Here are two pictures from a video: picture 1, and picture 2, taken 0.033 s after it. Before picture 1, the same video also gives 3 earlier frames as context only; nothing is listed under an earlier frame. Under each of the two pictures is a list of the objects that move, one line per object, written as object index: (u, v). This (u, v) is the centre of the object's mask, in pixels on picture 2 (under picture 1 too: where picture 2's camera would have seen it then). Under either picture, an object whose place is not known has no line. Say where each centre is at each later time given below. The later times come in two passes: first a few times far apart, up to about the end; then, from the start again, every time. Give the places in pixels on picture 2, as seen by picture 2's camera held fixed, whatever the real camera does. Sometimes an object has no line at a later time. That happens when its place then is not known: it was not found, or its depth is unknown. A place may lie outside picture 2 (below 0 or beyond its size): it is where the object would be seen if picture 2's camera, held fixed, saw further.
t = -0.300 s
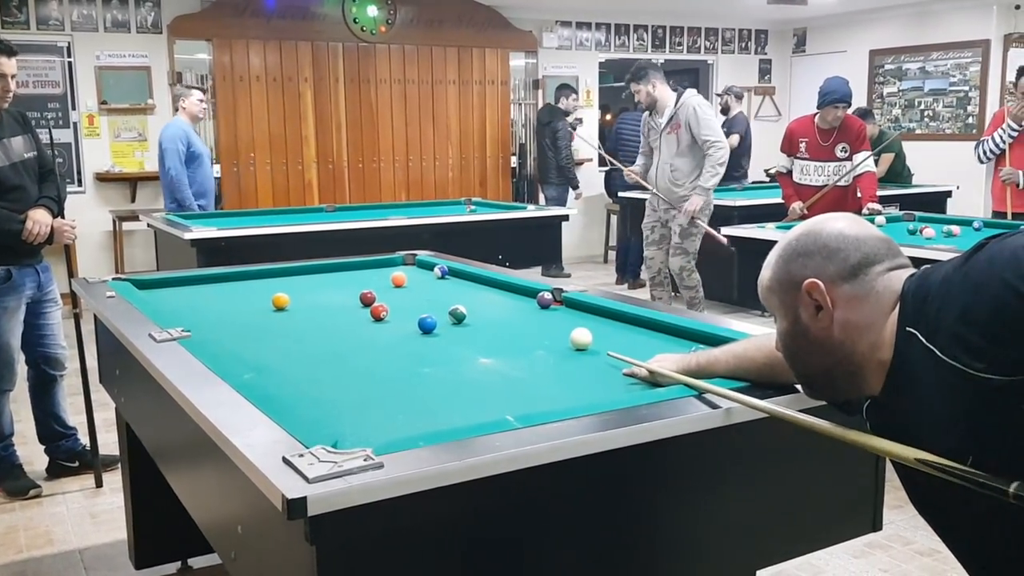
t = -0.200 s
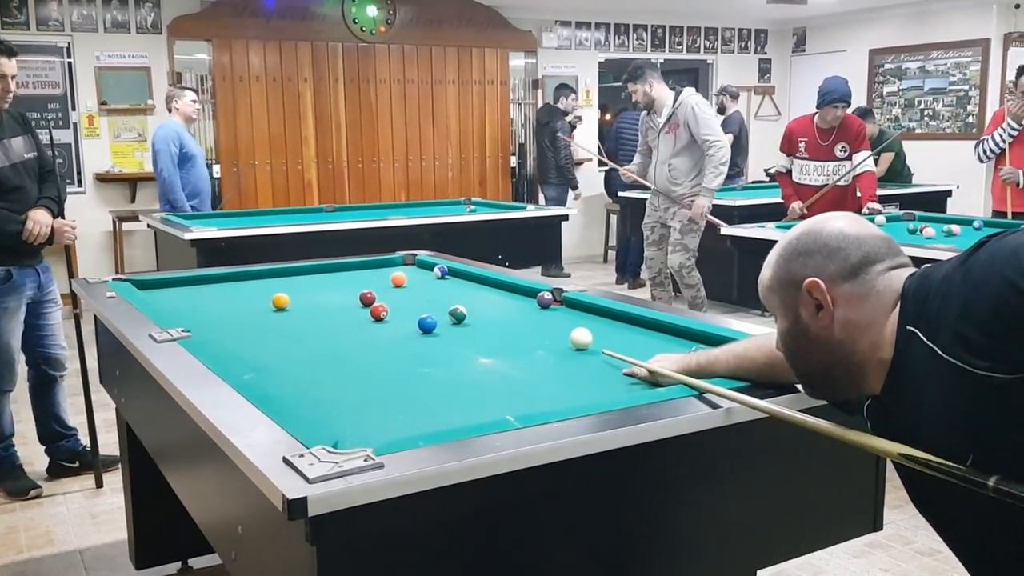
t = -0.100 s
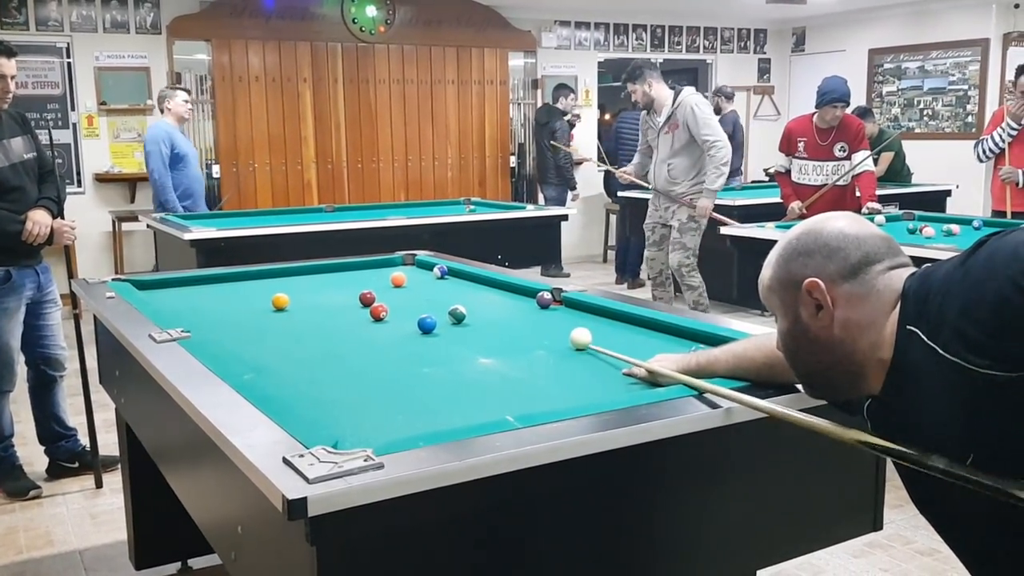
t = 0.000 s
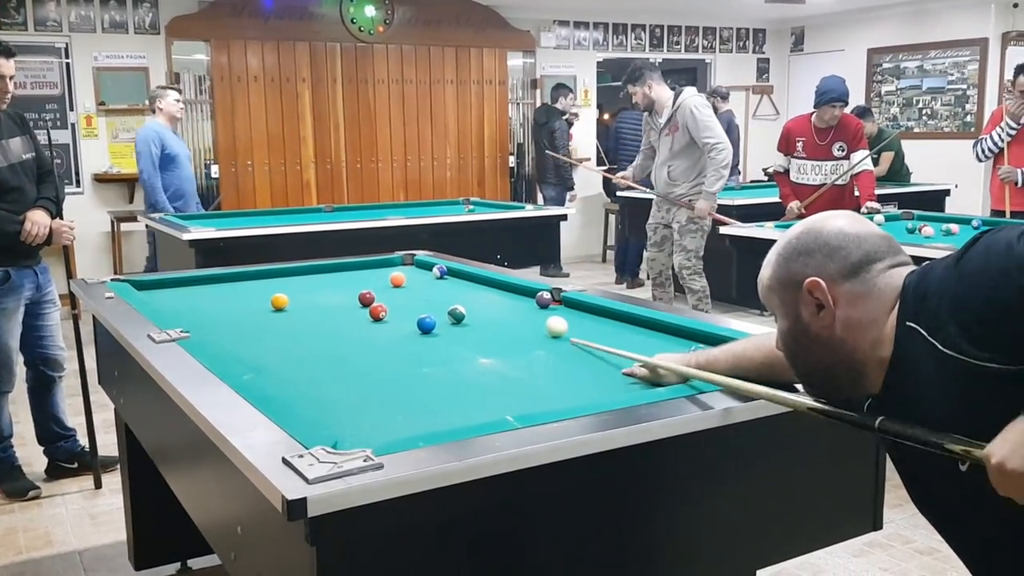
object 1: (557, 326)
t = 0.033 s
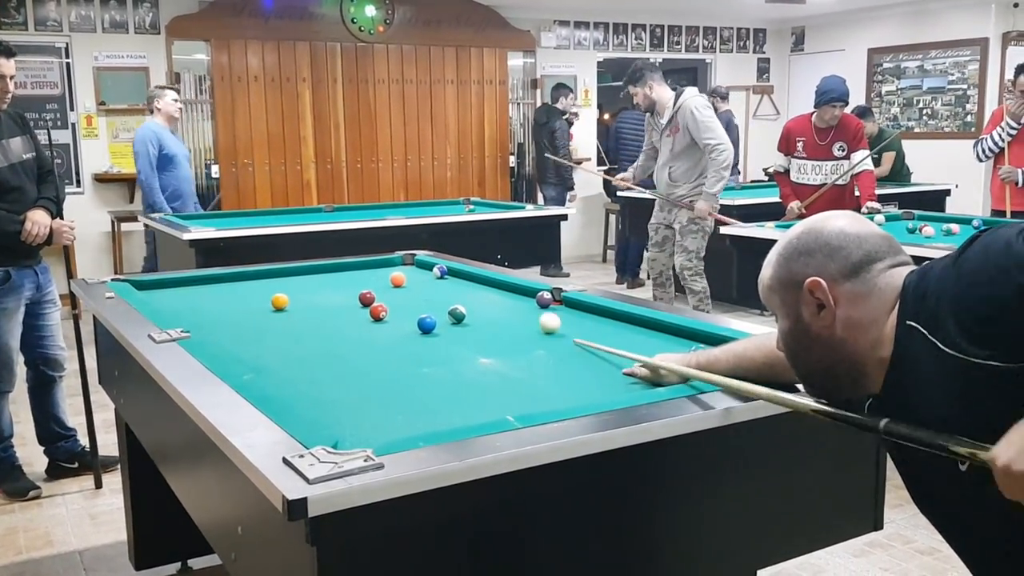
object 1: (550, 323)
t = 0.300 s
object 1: (512, 304)
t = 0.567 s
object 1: (489, 294)
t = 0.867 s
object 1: (469, 284)
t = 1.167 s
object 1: (452, 275)
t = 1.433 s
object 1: (447, 271)
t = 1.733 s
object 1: (440, 270)
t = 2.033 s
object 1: (435, 270)
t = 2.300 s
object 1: (433, 270)
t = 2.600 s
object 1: (434, 270)
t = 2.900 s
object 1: (434, 270)
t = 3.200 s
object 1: (434, 270)
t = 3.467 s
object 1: (433, 270)
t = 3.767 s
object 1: (433, 270)
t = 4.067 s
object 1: (433, 270)
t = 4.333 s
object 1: (433, 270)
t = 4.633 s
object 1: (433, 270)
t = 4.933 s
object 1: (433, 270)
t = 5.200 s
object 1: (433, 270)
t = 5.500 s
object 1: (433, 270)
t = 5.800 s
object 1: (433, 270)
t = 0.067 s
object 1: (543, 320)
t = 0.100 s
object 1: (537, 317)
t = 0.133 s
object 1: (531, 314)
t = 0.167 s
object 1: (526, 311)
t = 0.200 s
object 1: (522, 309)
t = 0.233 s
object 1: (518, 308)
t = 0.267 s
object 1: (515, 306)
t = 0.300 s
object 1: (512, 304)
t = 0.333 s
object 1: (508, 303)
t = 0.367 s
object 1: (506, 302)
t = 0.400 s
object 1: (503, 300)
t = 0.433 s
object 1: (500, 299)
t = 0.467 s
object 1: (497, 298)
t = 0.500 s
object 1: (495, 296)
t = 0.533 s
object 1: (492, 295)
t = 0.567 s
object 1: (489, 294)
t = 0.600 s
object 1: (487, 293)
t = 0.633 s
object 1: (484, 292)
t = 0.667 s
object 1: (482, 290)
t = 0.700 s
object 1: (480, 289)
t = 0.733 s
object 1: (477, 288)
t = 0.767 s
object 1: (475, 287)
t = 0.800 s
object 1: (473, 286)
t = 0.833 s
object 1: (471, 285)
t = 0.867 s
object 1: (469, 284)
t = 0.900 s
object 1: (467, 283)
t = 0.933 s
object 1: (465, 282)
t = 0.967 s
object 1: (463, 281)
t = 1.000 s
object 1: (461, 280)
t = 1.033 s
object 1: (459, 279)
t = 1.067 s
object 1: (457, 278)
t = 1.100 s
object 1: (456, 277)
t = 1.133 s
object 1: (454, 276)
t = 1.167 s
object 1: (452, 275)
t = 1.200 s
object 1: (450, 275)
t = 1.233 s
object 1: (449, 274)
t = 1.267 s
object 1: (447, 273)
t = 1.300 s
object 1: (446, 272)
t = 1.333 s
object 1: (447, 272)
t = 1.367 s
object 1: (447, 272)
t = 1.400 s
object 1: (447, 271)
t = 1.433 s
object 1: (447, 271)
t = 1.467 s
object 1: (447, 271)
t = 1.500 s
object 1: (446, 271)
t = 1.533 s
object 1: (445, 271)
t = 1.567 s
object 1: (444, 271)
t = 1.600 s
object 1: (443, 270)
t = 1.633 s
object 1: (442, 271)
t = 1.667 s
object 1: (442, 271)
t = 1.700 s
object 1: (441, 271)
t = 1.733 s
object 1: (440, 270)
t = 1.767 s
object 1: (439, 270)
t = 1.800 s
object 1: (439, 270)
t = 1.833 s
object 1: (438, 270)
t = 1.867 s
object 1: (437, 270)
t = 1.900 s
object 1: (437, 270)
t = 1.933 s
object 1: (436, 270)
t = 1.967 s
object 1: (436, 270)
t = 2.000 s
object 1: (435, 270)
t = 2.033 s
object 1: (435, 270)
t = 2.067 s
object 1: (435, 270)
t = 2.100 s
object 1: (434, 270)
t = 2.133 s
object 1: (434, 270)
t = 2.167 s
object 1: (434, 270)
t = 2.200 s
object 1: (434, 270)
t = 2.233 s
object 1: (433, 270)
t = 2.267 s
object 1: (433, 270)
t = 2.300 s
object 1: (433, 270)
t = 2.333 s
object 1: (433, 270)
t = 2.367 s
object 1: (433, 270)
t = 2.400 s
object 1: (433, 270)
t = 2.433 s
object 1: (433, 270)
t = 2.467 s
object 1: (433, 270)
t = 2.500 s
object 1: (433, 270)
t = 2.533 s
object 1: (433, 270)
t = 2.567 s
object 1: (433, 270)
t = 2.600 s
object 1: (434, 270)
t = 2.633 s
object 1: (433, 270)
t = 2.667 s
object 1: (434, 270)
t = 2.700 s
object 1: (434, 270)
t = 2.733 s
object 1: (434, 270)
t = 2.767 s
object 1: (434, 270)
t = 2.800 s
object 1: (434, 270)
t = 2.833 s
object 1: (434, 270)
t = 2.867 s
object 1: (434, 270)
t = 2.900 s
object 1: (434, 270)
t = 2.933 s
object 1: (434, 270)
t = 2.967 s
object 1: (434, 270)
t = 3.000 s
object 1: (434, 270)
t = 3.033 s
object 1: (434, 270)
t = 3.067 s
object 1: (434, 270)
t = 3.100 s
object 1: (434, 270)
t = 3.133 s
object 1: (434, 270)
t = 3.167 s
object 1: (434, 270)
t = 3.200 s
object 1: (434, 270)
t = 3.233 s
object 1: (434, 270)
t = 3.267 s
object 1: (434, 270)
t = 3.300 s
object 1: (434, 270)
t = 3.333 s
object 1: (434, 270)
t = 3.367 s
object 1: (434, 270)
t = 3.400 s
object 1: (434, 270)
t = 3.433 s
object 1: (434, 270)
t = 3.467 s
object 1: (433, 270)
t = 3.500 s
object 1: (433, 270)
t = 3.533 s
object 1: (434, 270)
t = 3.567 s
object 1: (433, 270)
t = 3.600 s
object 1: (433, 270)
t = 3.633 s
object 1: (433, 270)
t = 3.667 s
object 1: (433, 270)
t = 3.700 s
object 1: (434, 270)
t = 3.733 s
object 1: (434, 270)
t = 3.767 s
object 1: (433, 270)
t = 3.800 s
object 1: (434, 270)
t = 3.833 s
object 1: (433, 270)
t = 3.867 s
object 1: (433, 270)
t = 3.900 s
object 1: (433, 270)
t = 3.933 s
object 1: (433, 270)
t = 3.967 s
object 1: (433, 270)
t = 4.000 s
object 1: (433, 270)
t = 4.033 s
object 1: (433, 270)
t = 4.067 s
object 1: (433, 270)
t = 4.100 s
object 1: (433, 270)
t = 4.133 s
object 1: (433, 270)
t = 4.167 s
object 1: (433, 270)
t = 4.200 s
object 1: (433, 270)
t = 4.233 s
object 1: (433, 270)
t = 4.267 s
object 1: (433, 270)
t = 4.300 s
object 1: (433, 270)
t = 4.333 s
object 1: (433, 270)
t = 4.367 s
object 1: (433, 270)
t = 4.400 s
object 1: (433, 270)
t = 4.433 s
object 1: (433, 270)
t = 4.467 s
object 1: (433, 270)
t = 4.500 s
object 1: (433, 270)
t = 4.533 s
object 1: (433, 270)
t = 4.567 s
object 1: (433, 270)
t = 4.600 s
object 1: (433, 270)
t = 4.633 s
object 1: (433, 270)
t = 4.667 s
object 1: (433, 270)
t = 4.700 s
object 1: (433, 270)
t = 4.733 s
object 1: (433, 270)
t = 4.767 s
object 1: (433, 270)
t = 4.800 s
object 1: (433, 270)
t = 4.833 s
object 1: (433, 270)
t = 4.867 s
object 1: (433, 270)
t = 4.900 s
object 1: (433, 270)
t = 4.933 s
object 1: (433, 270)
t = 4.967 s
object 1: (433, 270)
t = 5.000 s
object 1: (433, 270)
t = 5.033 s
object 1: (433, 270)
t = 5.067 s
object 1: (433, 270)
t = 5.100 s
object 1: (433, 270)
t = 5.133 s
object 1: (433, 270)
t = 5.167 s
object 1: (433, 270)
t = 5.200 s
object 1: (433, 270)
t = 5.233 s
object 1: (434, 270)
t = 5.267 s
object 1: (433, 270)
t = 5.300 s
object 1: (433, 270)
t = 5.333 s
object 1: (433, 270)
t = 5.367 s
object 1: (434, 270)
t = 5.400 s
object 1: (433, 270)
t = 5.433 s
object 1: (433, 270)
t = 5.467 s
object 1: (433, 270)
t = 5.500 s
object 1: (433, 270)
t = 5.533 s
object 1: (433, 270)
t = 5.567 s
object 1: (434, 270)
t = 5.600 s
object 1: (433, 270)
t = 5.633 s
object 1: (433, 270)
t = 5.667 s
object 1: (434, 270)
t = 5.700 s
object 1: (434, 270)
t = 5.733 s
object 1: (433, 270)
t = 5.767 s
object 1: (434, 270)
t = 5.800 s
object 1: (433, 270)
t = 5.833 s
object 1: (434, 270)
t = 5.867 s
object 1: (433, 270)
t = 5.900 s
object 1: (433, 270)
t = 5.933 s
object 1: (434, 270)
